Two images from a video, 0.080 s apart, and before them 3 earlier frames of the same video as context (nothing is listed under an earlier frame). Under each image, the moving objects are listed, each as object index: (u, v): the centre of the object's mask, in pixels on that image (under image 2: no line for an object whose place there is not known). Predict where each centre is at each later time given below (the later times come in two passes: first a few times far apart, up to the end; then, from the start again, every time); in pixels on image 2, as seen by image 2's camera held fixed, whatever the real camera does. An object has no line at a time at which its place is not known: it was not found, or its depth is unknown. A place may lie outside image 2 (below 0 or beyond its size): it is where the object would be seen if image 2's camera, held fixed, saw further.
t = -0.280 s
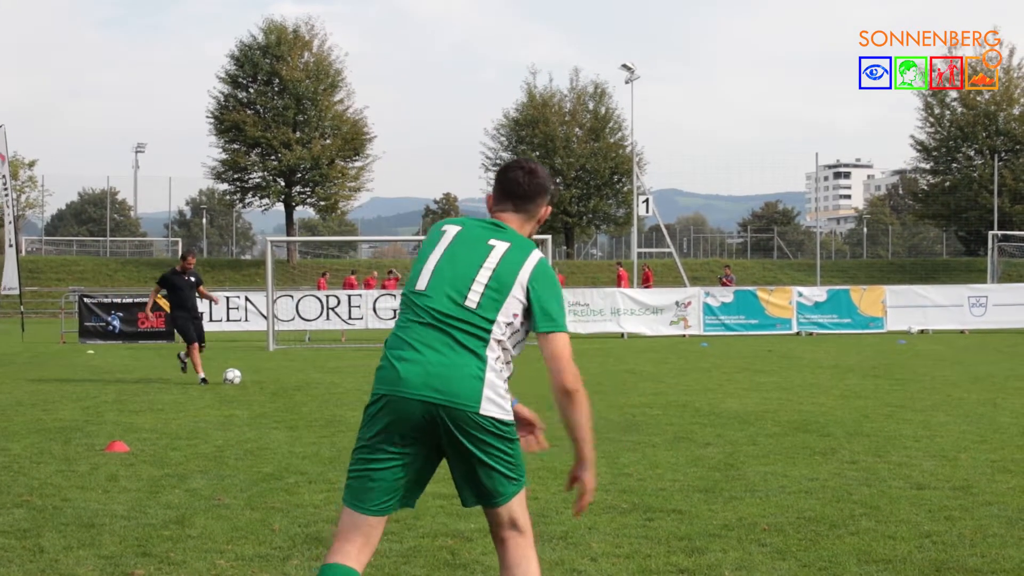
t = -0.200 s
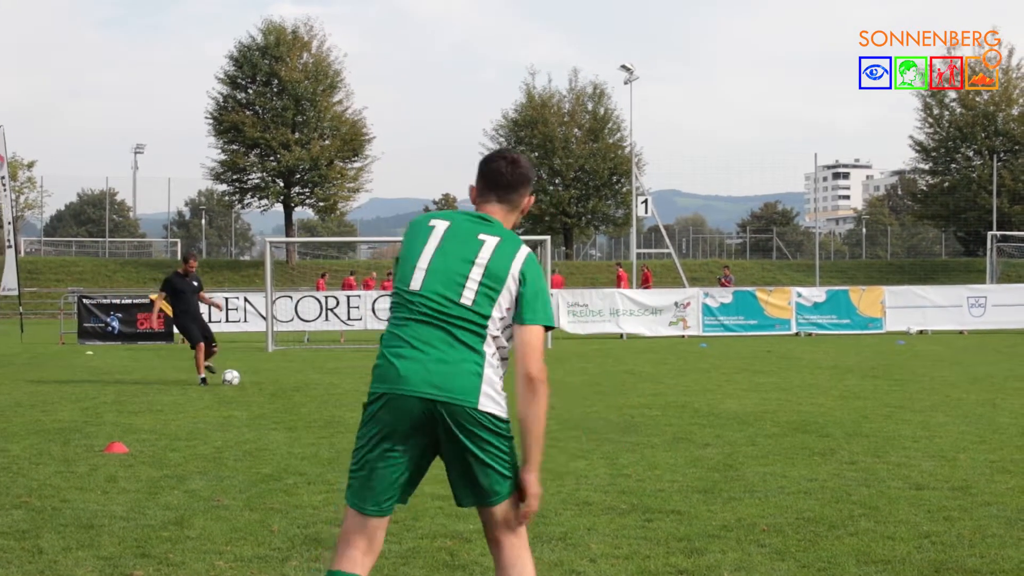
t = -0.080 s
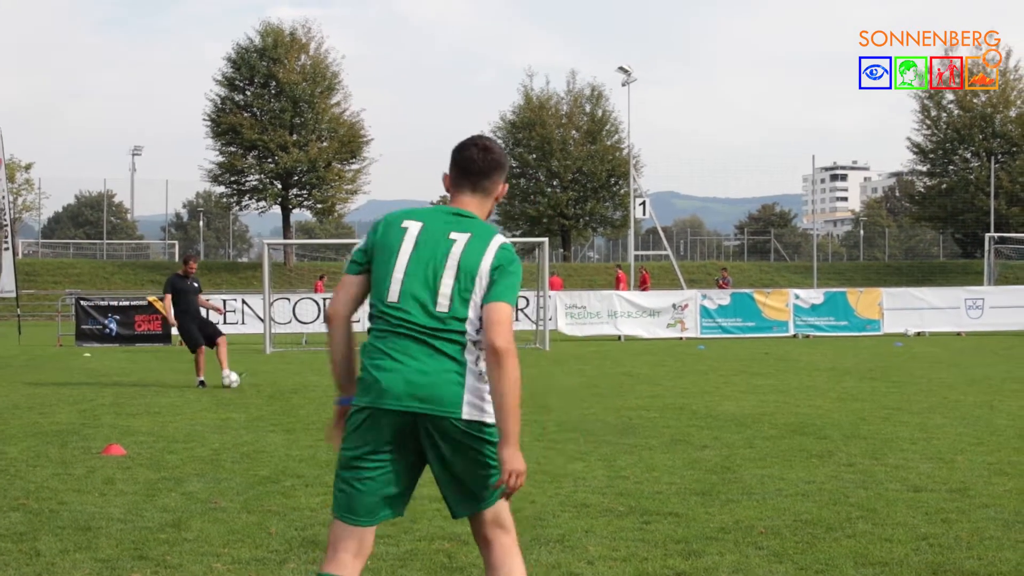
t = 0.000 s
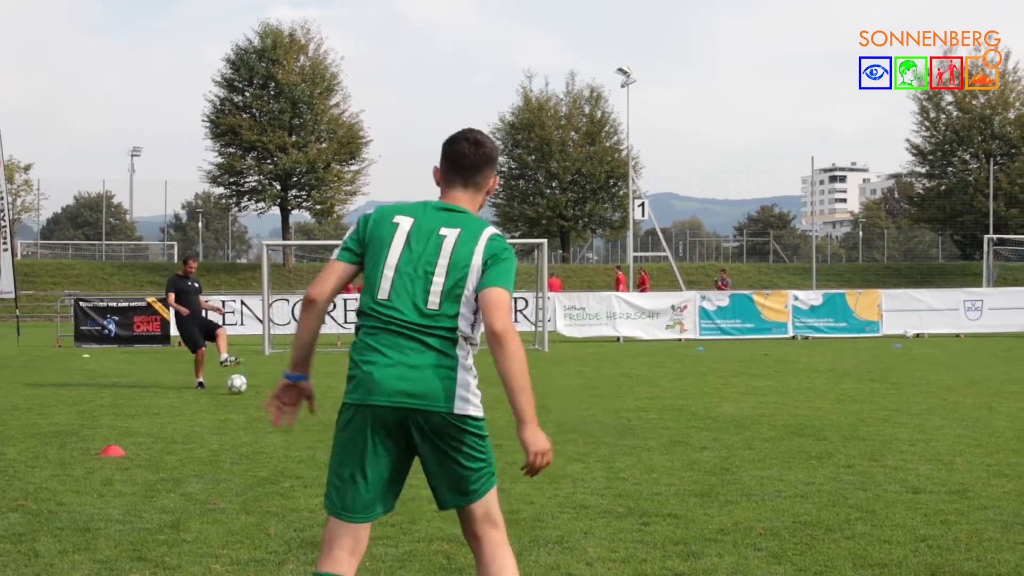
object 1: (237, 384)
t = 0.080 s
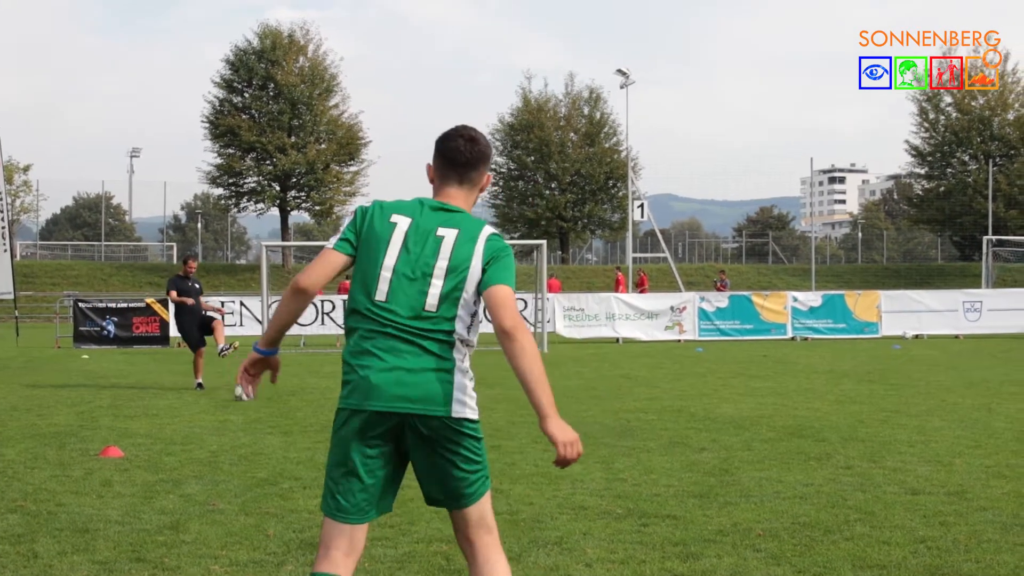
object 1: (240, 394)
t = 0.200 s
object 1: (256, 397)
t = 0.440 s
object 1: (279, 414)
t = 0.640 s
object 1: (297, 426)
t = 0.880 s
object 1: (318, 443)
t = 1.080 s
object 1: (335, 460)
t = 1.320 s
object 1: (357, 481)
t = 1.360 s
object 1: (359, 482)
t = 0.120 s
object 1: (249, 395)
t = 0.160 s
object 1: (252, 395)
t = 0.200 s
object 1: (256, 397)
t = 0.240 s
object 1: (260, 399)
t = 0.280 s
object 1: (264, 404)
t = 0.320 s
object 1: (268, 408)
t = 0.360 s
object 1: (271, 410)
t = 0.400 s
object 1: (275, 411)
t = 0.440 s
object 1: (279, 414)
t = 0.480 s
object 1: (283, 417)
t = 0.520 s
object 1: (287, 421)
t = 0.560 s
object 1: (290, 422)
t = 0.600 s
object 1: (293, 424)
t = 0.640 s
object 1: (297, 426)
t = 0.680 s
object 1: (301, 430)
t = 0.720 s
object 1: (305, 433)
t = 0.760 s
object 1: (308, 435)
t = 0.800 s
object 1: (312, 436)
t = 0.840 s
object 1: (315, 439)
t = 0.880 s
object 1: (318, 443)
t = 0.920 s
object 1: (321, 448)
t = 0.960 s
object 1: (324, 449)
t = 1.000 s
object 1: (328, 452)
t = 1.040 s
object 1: (332, 455)
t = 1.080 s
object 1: (335, 460)
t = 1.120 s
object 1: (338, 464)
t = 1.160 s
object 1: (341, 467)
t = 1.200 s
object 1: (345, 469)
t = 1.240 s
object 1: (349, 473)
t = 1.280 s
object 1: (353, 478)
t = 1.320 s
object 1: (357, 481)
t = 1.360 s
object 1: (359, 482)
